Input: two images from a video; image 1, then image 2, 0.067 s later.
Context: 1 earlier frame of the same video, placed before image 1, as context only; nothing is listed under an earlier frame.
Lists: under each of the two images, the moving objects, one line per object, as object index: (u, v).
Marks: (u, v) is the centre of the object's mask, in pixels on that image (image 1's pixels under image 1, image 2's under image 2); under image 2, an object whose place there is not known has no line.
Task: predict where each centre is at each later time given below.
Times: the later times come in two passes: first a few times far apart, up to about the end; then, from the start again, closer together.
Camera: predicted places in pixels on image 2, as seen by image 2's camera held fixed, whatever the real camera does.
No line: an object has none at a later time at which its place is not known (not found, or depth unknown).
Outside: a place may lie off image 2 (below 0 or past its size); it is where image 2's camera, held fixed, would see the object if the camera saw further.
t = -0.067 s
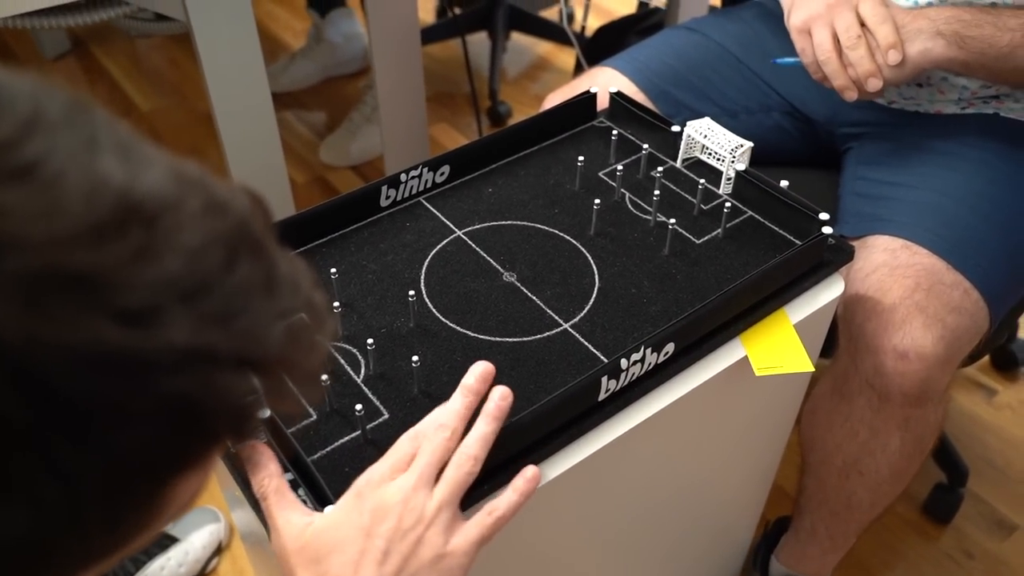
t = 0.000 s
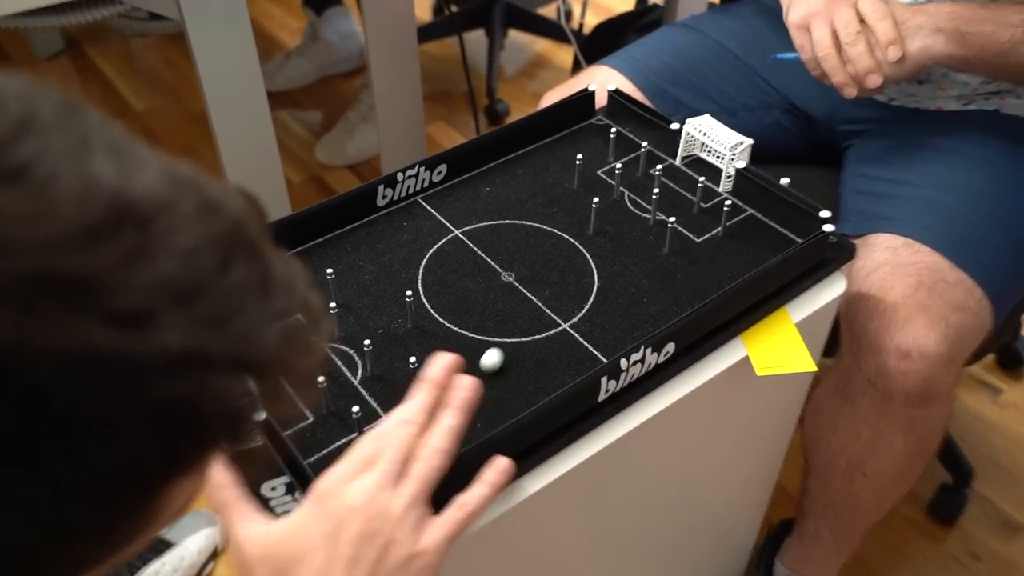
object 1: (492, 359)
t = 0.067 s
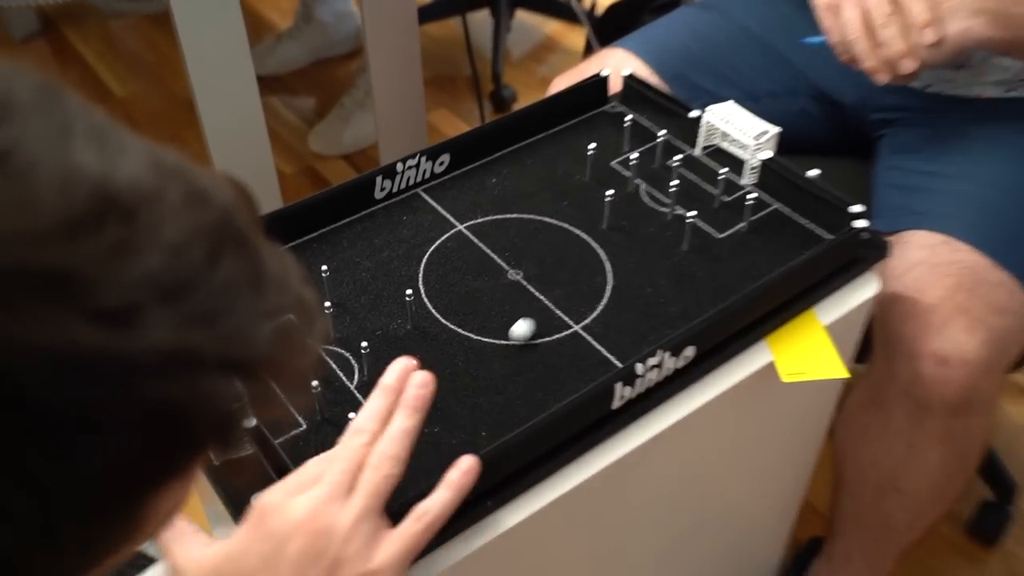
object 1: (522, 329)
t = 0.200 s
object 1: (563, 272)
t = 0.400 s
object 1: (594, 226)
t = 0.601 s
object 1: (597, 225)
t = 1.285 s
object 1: (596, 225)
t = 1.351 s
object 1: (597, 225)
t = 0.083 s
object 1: (528, 321)
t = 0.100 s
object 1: (533, 313)
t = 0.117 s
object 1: (538, 305)
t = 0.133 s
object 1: (544, 298)
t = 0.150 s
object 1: (548, 292)
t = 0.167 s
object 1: (554, 285)
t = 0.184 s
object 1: (558, 278)
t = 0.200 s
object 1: (563, 272)
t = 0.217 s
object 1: (568, 265)
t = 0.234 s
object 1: (572, 259)
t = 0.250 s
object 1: (577, 253)
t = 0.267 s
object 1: (581, 248)
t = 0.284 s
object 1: (586, 242)
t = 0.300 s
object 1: (590, 236)
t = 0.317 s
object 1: (595, 231)
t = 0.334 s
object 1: (598, 226)
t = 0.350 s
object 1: (598, 225)
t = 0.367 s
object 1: (596, 226)
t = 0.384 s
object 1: (595, 226)
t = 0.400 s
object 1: (594, 226)
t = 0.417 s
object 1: (594, 225)
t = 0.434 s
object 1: (594, 224)
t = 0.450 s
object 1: (594, 224)
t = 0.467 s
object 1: (594, 224)
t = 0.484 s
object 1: (594, 224)
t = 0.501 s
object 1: (595, 224)
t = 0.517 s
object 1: (595, 224)
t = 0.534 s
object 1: (596, 225)
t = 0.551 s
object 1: (596, 225)
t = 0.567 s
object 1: (596, 225)
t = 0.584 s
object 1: (597, 225)
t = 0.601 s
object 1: (597, 225)
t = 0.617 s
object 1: (597, 226)
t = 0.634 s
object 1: (596, 226)
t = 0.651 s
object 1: (596, 226)
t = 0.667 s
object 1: (596, 226)
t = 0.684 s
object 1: (596, 226)
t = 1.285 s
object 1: (596, 225)
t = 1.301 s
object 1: (597, 226)
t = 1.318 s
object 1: (597, 225)
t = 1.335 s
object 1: (597, 225)
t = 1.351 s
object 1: (597, 225)
